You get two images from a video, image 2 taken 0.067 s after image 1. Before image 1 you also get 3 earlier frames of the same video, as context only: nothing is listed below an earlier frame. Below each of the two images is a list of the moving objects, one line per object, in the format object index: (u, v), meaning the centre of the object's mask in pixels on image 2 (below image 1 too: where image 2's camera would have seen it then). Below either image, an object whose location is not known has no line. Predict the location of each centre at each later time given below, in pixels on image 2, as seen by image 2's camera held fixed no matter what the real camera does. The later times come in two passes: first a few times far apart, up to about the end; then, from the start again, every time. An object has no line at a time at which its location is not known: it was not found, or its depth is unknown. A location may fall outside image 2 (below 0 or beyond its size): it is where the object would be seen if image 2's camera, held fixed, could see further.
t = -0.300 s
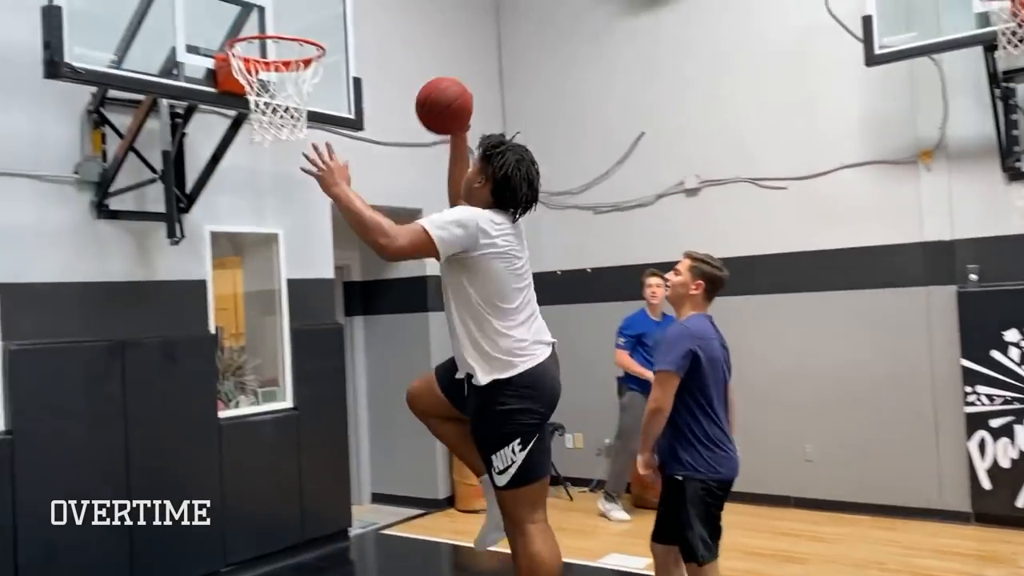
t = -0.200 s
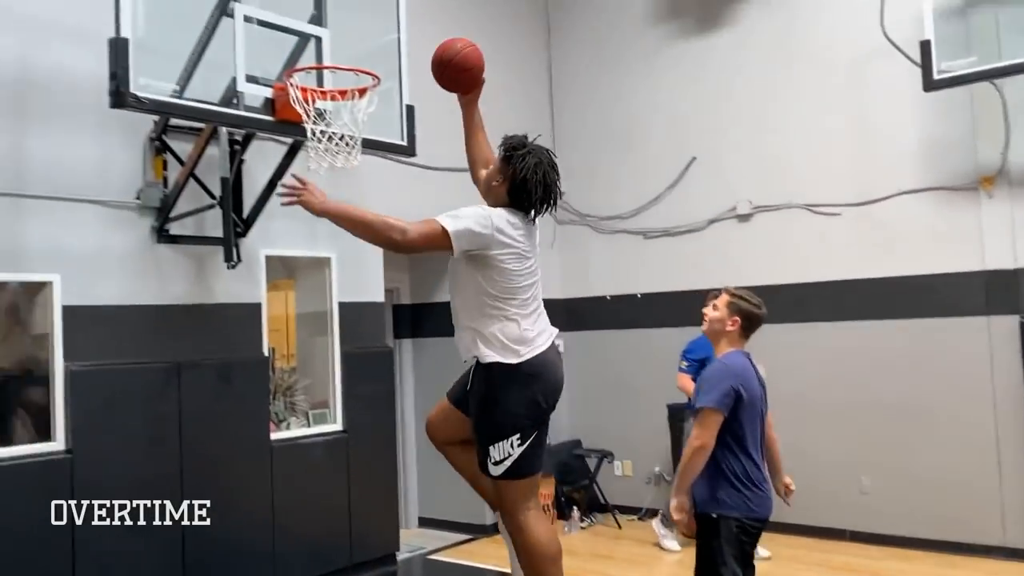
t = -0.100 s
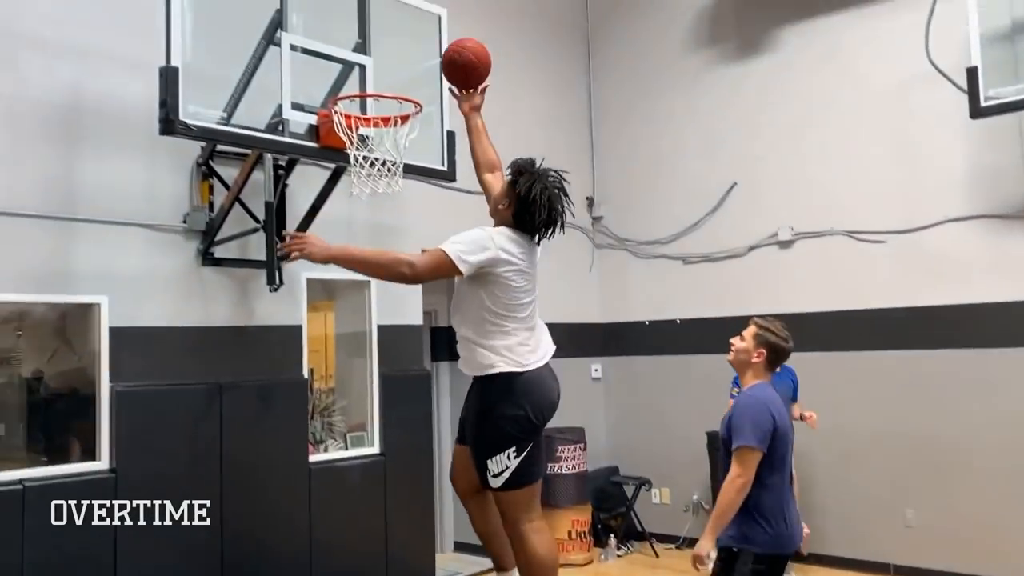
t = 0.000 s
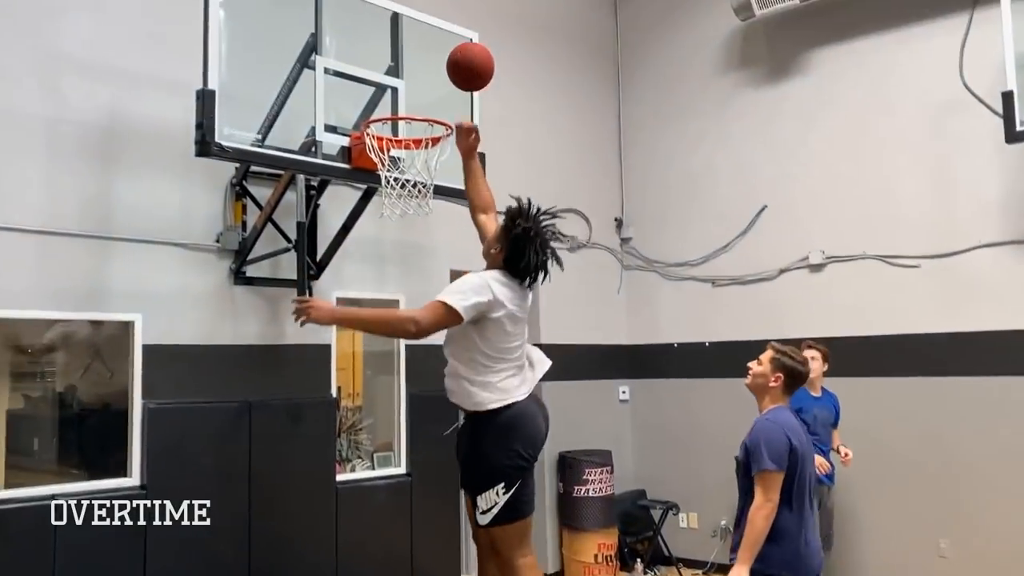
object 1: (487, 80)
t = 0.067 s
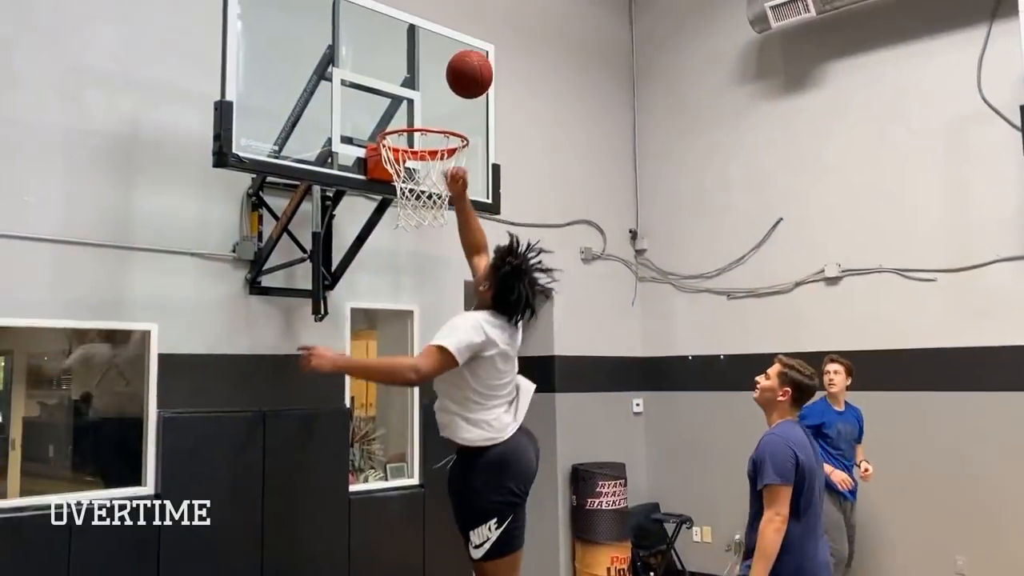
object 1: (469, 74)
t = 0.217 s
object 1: (433, 93)
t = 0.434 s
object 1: (429, 152)
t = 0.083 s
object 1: (465, 74)
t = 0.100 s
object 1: (461, 74)
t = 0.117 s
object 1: (457, 76)
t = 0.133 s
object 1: (452, 77)
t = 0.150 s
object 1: (449, 80)
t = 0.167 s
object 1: (444, 82)
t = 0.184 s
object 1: (441, 85)
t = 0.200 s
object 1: (437, 89)
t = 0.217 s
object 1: (433, 93)
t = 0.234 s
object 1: (429, 98)
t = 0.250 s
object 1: (426, 103)
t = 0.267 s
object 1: (422, 108)
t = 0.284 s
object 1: (418, 111)
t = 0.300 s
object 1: (415, 114)
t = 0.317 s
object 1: (412, 126)
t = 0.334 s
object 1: (408, 134)
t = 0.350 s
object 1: (405, 141)
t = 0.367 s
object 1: (408, 142)
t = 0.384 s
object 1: (414, 145)
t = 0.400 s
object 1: (419, 148)
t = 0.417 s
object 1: (423, 150)
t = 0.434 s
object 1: (429, 152)
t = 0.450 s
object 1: (434, 155)
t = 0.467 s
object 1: (439, 159)
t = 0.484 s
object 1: (445, 164)
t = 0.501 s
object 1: (450, 168)
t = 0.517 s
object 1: (453, 171)
